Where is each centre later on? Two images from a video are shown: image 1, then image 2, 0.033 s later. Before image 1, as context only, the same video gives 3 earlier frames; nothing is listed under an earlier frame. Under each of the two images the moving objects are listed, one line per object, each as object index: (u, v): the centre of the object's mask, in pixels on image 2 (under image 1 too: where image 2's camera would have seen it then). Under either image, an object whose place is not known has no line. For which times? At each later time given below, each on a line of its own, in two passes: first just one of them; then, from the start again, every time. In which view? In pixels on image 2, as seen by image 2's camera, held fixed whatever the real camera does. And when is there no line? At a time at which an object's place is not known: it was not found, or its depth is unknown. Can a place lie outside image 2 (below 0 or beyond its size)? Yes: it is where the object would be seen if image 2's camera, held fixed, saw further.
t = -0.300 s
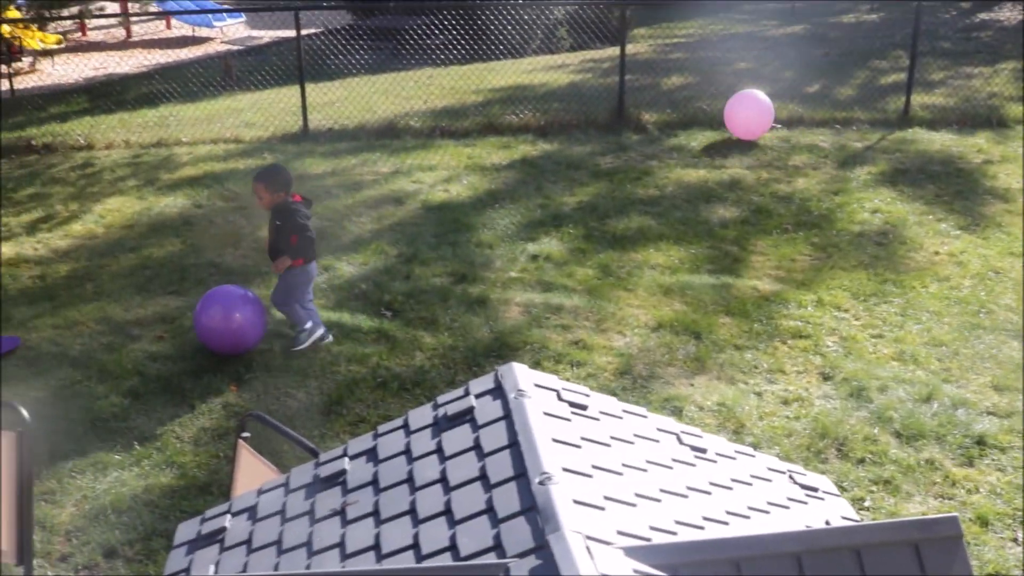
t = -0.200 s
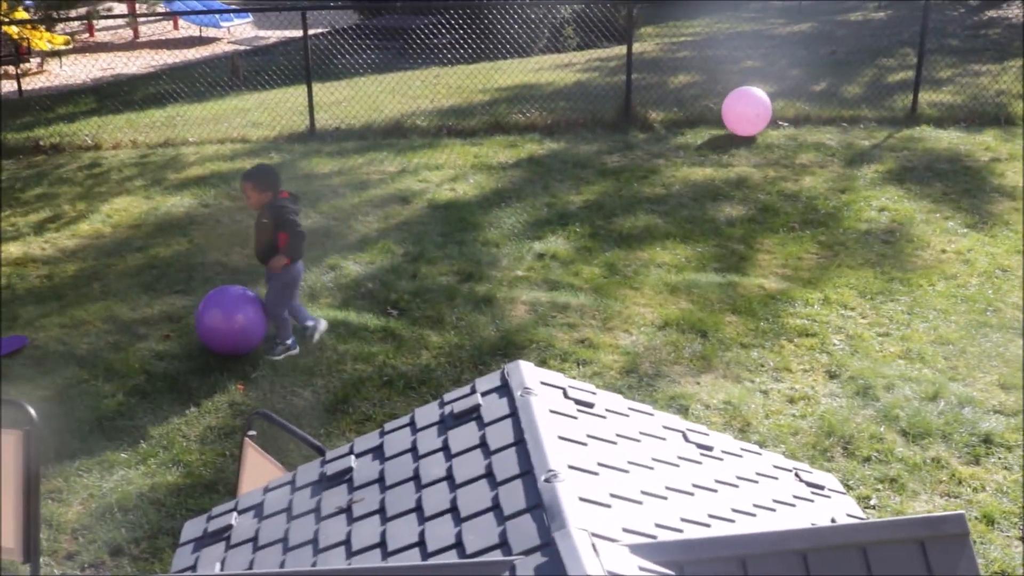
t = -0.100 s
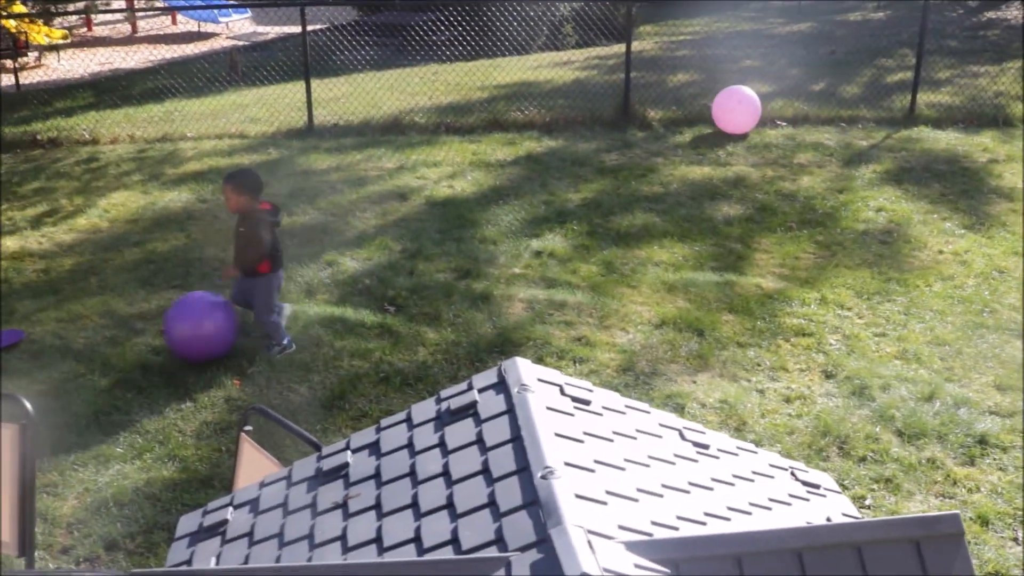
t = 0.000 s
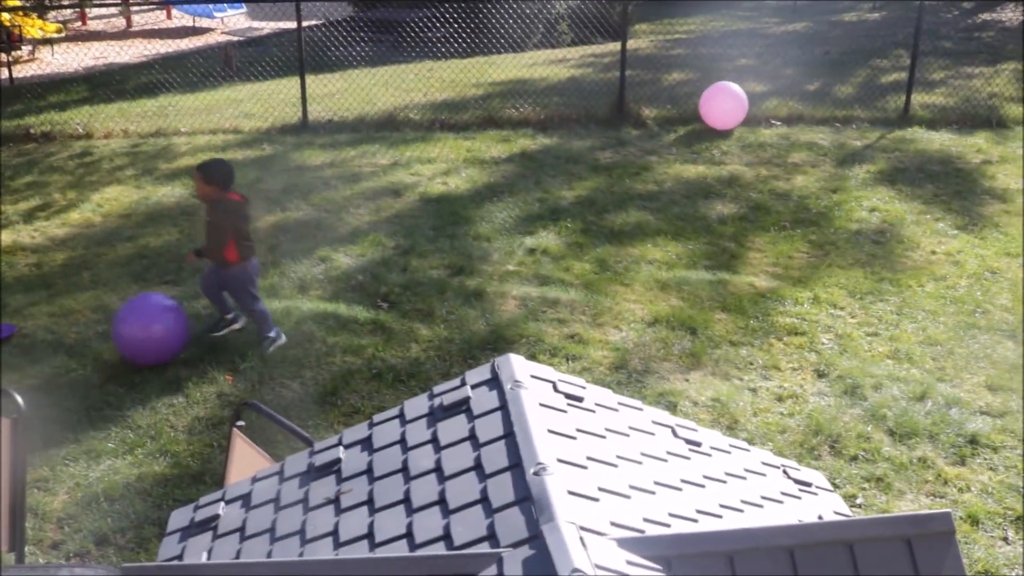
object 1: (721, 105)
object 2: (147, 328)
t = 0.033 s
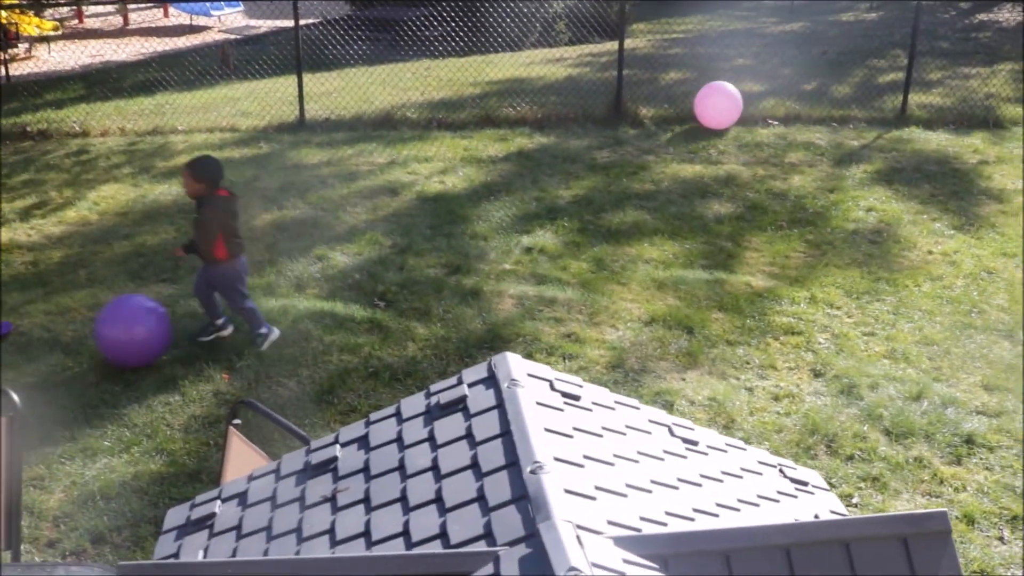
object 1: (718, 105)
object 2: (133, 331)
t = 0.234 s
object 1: (708, 106)
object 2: (62, 350)
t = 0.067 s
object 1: (716, 106)
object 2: (120, 332)
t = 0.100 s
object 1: (714, 106)
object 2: (107, 332)
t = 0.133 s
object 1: (712, 106)
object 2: (95, 335)
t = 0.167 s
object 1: (710, 106)
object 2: (83, 339)
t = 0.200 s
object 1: (709, 106)
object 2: (73, 345)
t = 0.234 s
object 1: (708, 106)
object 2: (62, 350)
